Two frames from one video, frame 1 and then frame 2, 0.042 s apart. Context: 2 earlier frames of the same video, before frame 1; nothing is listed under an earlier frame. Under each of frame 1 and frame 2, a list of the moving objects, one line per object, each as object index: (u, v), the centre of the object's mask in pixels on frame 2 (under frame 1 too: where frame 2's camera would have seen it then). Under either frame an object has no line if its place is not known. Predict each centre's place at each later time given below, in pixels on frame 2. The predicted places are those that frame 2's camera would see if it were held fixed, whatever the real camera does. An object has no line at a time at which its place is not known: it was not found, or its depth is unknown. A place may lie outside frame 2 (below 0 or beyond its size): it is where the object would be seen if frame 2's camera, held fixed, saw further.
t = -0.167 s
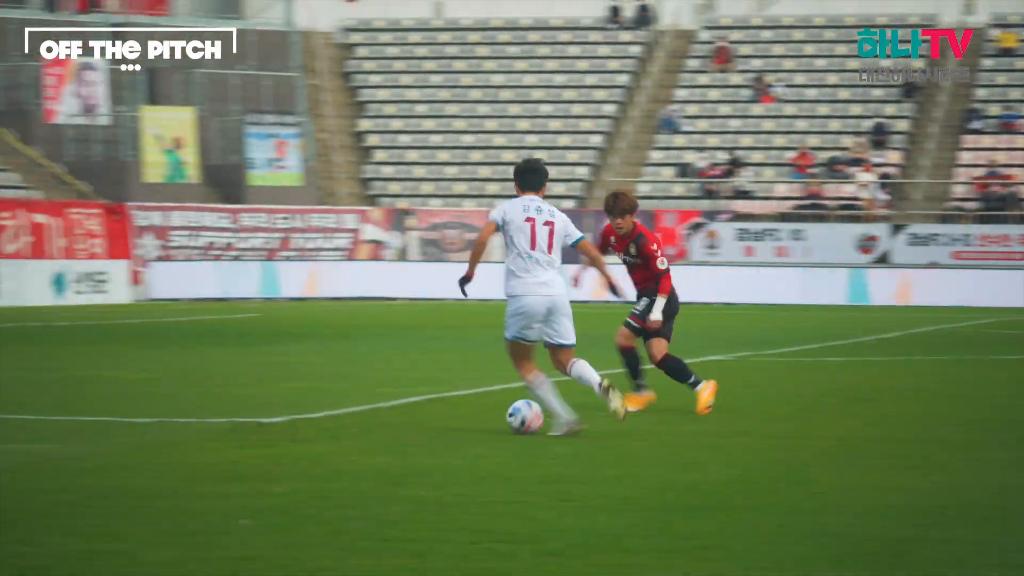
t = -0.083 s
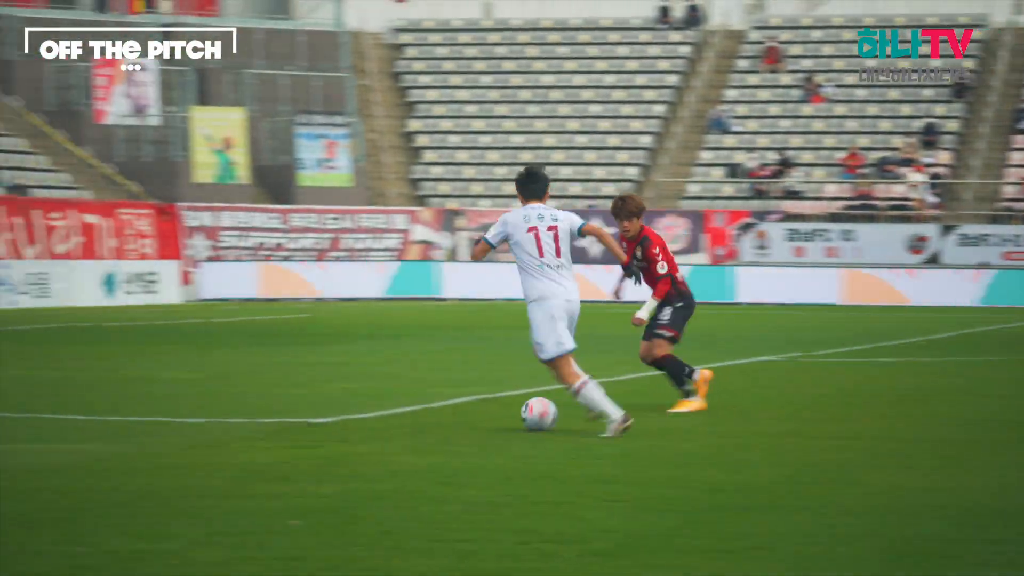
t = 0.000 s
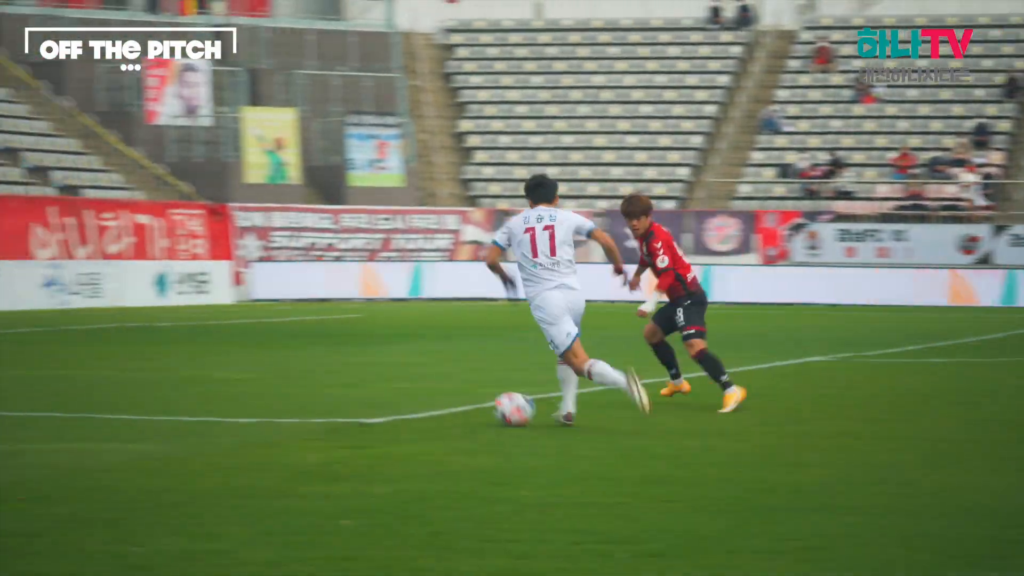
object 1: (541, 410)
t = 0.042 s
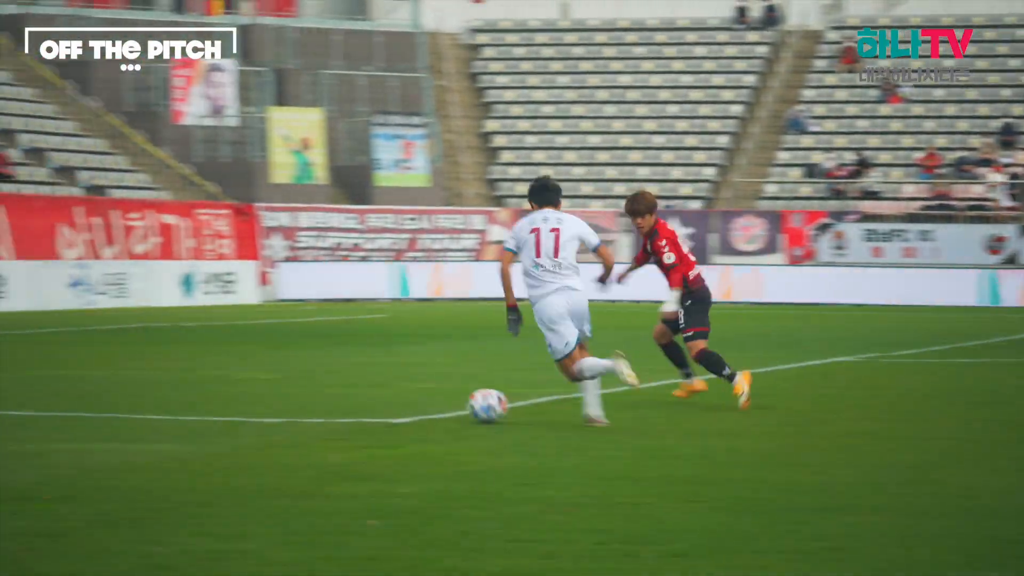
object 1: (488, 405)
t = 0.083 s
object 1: (437, 402)
